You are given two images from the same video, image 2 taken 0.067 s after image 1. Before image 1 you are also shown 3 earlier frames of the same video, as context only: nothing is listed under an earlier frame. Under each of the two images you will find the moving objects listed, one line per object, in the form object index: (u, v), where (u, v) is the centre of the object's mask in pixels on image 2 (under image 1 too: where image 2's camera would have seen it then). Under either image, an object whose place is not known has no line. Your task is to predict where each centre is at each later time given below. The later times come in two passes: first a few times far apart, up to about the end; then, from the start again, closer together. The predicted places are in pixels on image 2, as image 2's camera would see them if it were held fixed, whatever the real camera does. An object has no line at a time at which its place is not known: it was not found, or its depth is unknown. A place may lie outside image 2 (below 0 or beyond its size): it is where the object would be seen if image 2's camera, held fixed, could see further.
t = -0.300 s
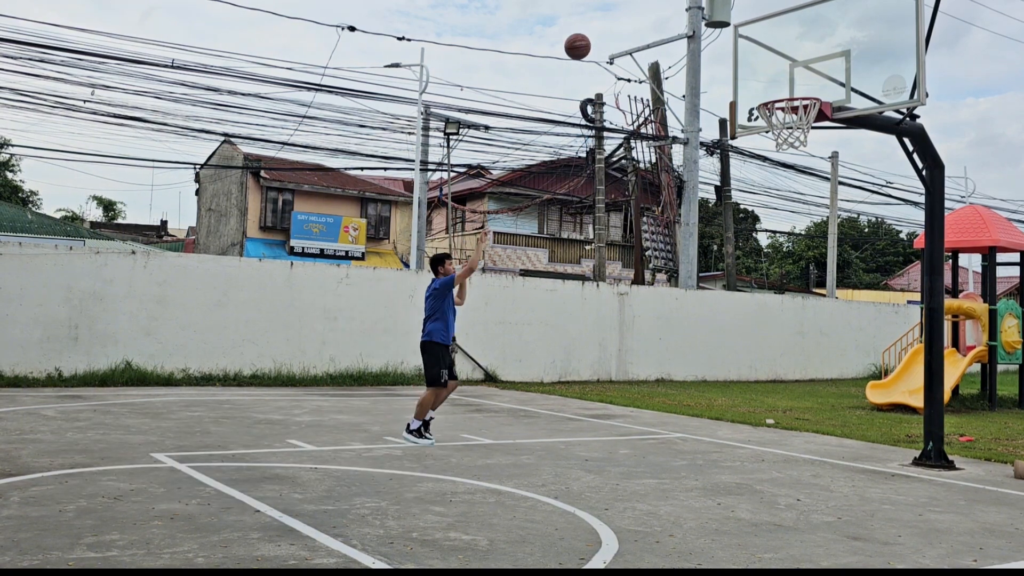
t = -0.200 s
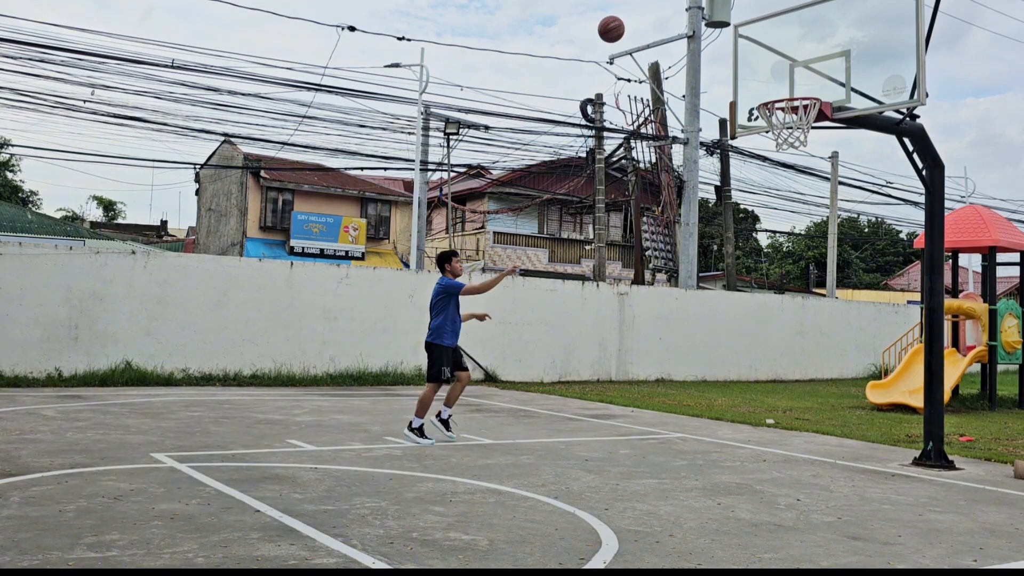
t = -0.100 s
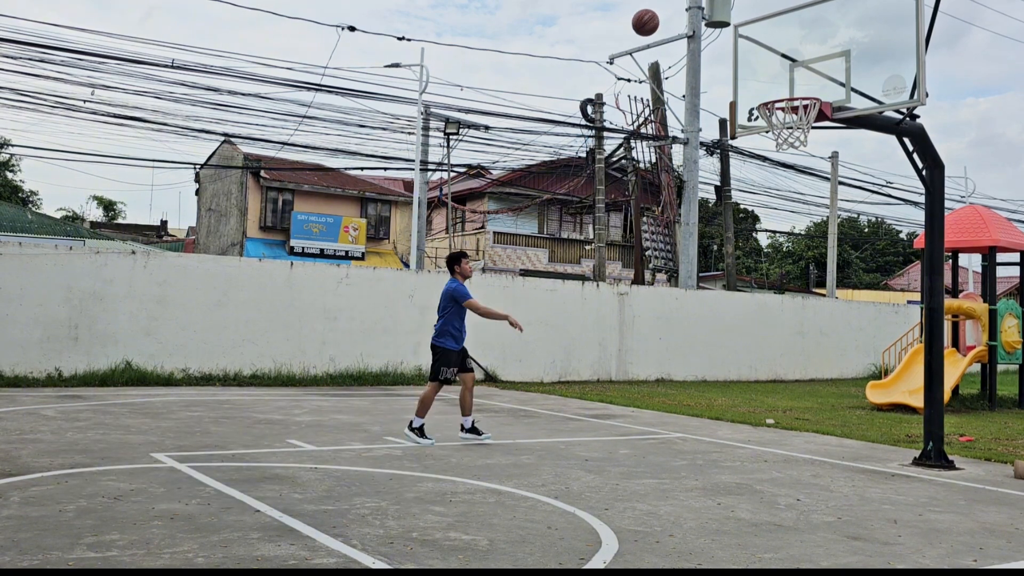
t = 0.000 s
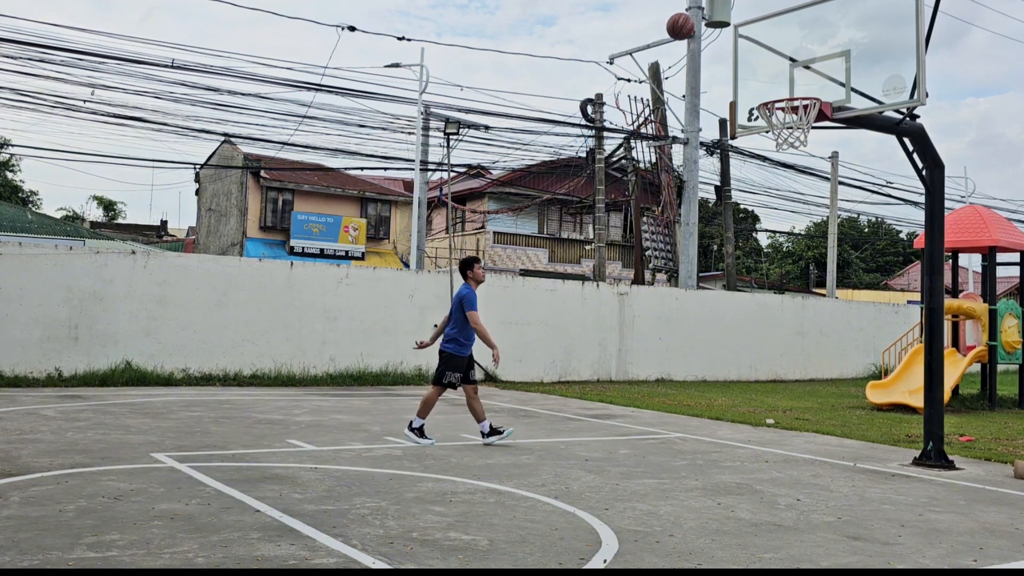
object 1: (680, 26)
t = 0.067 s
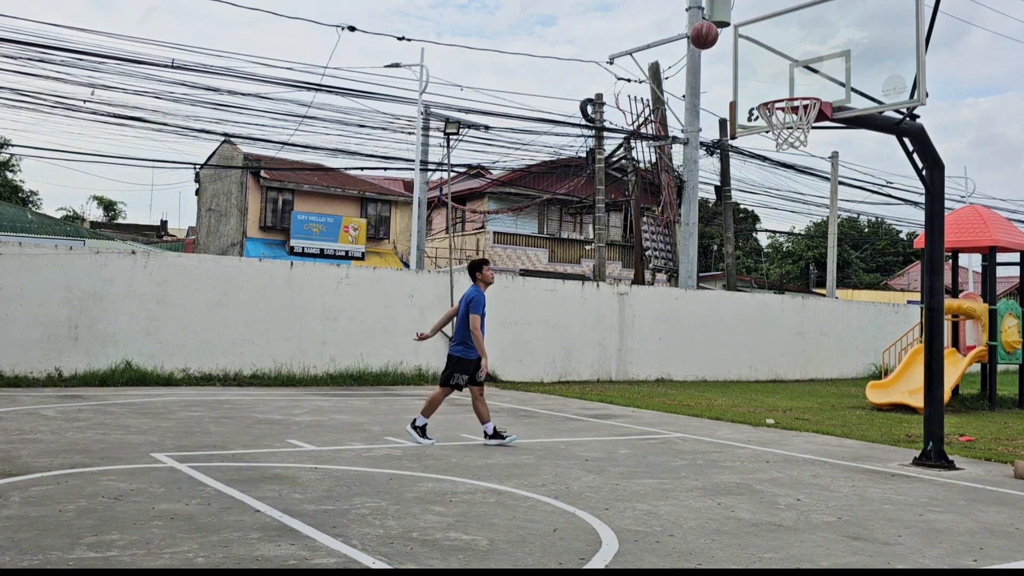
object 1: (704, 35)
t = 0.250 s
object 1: (772, 86)
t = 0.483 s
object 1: (812, 135)
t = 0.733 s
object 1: (808, 180)
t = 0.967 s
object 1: (805, 300)
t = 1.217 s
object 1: (800, 448)
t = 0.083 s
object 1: (710, 38)
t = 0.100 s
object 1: (716, 41)
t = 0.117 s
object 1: (722, 45)
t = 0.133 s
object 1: (728, 49)
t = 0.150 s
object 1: (734, 54)
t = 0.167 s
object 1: (740, 58)
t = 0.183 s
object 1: (747, 63)
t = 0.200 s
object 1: (753, 68)
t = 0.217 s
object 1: (759, 74)
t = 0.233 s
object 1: (765, 80)
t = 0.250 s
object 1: (772, 86)
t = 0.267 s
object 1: (778, 90)
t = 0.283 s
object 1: (786, 100)
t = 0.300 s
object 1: (788, 107)
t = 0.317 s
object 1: (795, 113)
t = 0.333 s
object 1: (803, 124)
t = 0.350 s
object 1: (809, 127)
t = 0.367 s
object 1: (810, 130)
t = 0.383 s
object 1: (812, 131)
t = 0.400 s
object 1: (812, 131)
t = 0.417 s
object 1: (811, 131)
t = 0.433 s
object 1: (810, 133)
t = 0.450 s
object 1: (811, 136)
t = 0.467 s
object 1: (812, 135)
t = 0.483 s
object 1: (812, 135)
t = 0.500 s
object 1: (812, 134)
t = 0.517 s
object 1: (811, 135)
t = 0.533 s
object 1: (811, 135)
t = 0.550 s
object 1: (811, 137)
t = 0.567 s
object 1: (810, 139)
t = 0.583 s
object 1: (810, 141)
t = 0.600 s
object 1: (810, 144)
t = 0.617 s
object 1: (810, 147)
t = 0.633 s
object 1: (810, 151)
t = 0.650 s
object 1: (809, 155)
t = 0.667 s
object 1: (809, 159)
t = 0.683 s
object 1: (809, 164)
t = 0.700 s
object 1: (809, 169)
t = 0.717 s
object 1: (809, 174)
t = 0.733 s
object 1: (808, 180)
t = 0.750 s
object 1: (808, 186)
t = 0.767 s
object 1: (808, 192)
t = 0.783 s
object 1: (807, 199)
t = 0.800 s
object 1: (807, 206)
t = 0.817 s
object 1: (807, 214)
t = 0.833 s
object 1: (807, 222)
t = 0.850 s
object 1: (807, 231)
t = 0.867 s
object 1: (807, 239)
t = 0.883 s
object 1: (806, 248)
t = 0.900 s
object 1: (806, 258)
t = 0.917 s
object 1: (806, 268)
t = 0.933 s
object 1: (806, 278)
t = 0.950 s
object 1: (806, 289)
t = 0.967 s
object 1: (805, 300)
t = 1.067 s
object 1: (805, 375)
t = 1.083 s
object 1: (805, 390)
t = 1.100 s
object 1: (805, 404)
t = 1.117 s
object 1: (805, 419)
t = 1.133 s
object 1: (804, 435)
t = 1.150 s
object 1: (804, 451)
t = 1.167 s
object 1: (804, 468)
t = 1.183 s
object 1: (803, 474)
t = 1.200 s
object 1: (802, 461)
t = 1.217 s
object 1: (800, 448)
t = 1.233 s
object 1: (799, 436)
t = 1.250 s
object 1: (797, 424)
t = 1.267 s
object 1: (796, 413)
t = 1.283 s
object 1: (795, 402)
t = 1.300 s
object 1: (793, 391)
